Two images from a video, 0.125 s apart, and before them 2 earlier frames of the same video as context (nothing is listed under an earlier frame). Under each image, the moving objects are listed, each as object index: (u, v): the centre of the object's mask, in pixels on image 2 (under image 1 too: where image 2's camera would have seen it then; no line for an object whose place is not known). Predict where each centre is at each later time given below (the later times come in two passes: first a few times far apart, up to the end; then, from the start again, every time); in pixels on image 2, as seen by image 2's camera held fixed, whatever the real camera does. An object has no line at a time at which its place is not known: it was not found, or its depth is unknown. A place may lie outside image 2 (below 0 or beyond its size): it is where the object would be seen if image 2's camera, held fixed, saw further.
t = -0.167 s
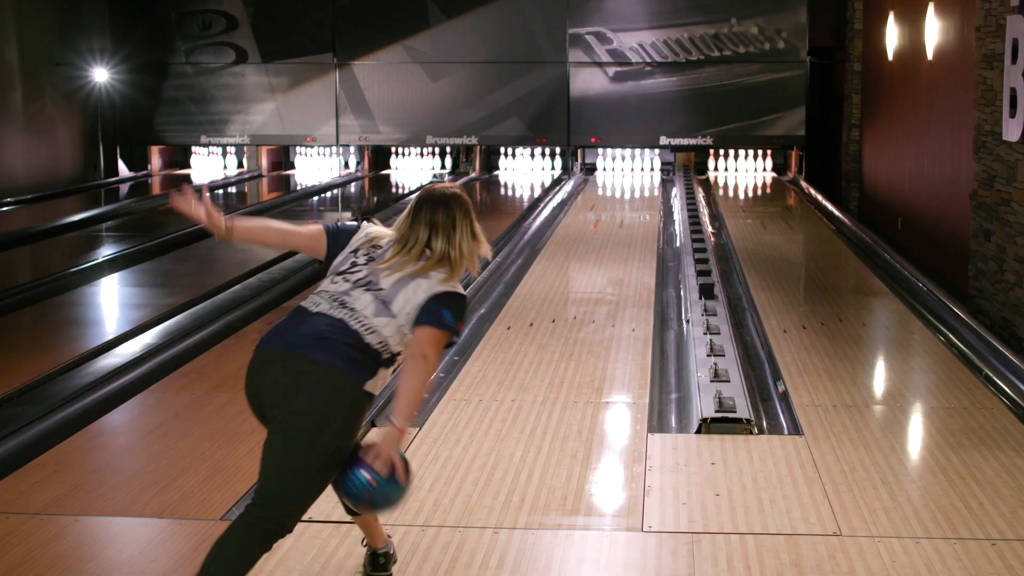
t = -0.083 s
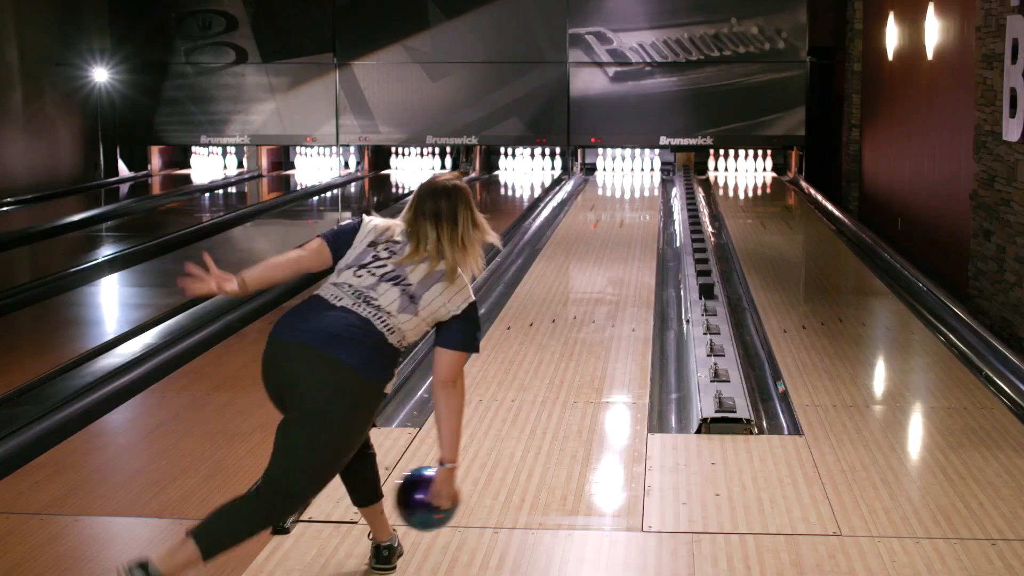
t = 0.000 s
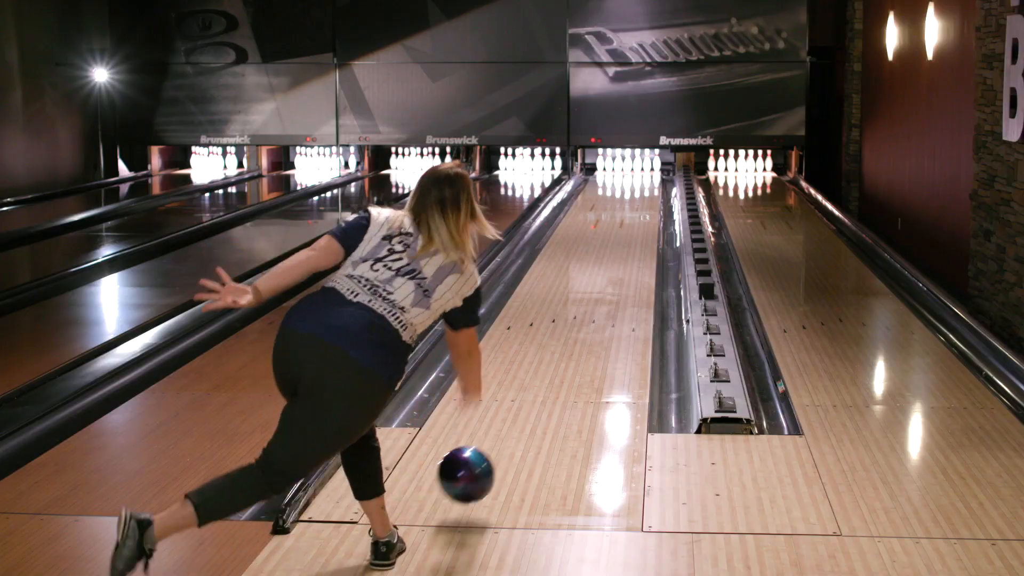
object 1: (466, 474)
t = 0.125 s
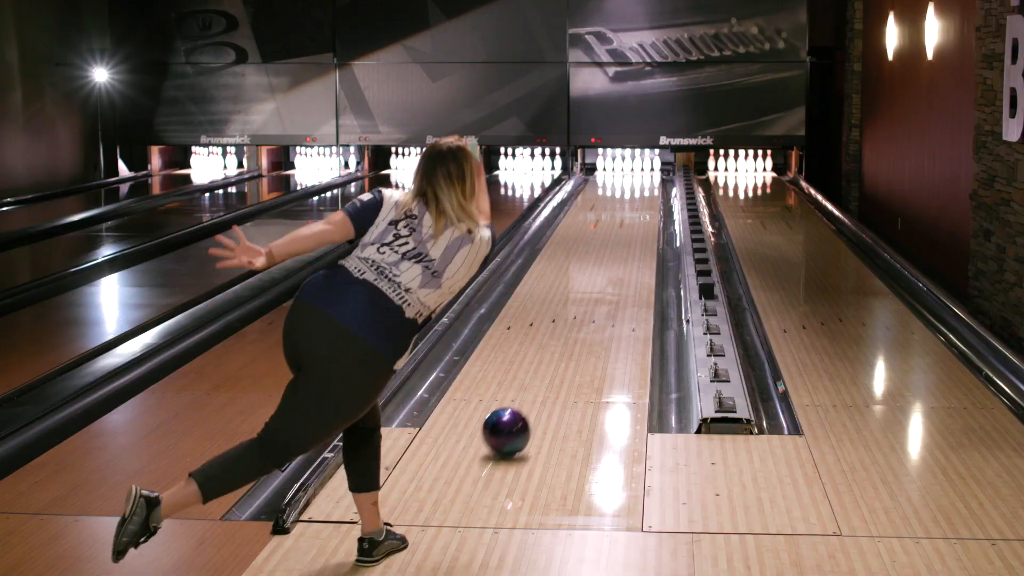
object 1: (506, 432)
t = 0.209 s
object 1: (527, 401)
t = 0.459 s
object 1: (572, 331)
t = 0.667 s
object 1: (596, 292)
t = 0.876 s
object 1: (614, 263)
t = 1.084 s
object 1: (628, 240)
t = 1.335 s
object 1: (640, 219)
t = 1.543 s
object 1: (646, 206)
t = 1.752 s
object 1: (650, 195)
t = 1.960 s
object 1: (650, 185)
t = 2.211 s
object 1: (645, 177)
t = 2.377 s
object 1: (638, 172)
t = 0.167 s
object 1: (517, 417)
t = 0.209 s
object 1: (527, 401)
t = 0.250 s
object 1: (536, 387)
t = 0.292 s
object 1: (544, 374)
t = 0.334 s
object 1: (552, 362)
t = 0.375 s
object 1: (559, 352)
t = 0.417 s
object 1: (566, 341)
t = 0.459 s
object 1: (572, 331)
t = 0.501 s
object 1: (577, 322)
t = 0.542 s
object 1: (583, 314)
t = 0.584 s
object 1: (587, 307)
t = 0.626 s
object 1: (592, 299)
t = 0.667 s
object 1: (596, 292)
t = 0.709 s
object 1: (600, 286)
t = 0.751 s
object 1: (604, 280)
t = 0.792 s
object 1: (608, 274)
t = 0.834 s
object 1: (611, 268)
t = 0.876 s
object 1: (614, 263)
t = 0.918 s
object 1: (617, 258)
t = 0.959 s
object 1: (620, 253)
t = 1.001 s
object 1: (623, 248)
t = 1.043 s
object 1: (625, 244)
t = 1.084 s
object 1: (628, 240)
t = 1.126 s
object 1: (630, 236)
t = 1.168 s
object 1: (632, 233)
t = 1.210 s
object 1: (634, 229)
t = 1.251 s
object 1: (636, 225)
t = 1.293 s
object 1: (638, 222)
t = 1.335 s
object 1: (640, 219)
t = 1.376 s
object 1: (641, 216)
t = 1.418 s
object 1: (643, 213)
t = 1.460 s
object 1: (644, 211)
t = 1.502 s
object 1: (645, 208)
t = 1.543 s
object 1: (646, 206)
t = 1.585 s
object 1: (647, 203)
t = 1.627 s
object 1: (648, 201)
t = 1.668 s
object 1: (649, 199)
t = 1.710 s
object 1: (650, 196)
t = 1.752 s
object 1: (650, 195)
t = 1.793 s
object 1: (651, 192)
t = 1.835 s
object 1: (651, 191)
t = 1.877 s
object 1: (651, 189)
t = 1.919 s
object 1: (651, 187)
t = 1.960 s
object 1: (650, 185)
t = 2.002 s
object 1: (650, 184)
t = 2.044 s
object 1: (649, 182)
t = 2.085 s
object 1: (648, 181)
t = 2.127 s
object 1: (647, 179)
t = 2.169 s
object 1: (646, 178)
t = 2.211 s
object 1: (645, 177)
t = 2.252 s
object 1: (643, 175)
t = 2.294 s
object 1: (641, 174)
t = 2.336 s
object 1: (639, 173)
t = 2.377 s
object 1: (638, 172)
